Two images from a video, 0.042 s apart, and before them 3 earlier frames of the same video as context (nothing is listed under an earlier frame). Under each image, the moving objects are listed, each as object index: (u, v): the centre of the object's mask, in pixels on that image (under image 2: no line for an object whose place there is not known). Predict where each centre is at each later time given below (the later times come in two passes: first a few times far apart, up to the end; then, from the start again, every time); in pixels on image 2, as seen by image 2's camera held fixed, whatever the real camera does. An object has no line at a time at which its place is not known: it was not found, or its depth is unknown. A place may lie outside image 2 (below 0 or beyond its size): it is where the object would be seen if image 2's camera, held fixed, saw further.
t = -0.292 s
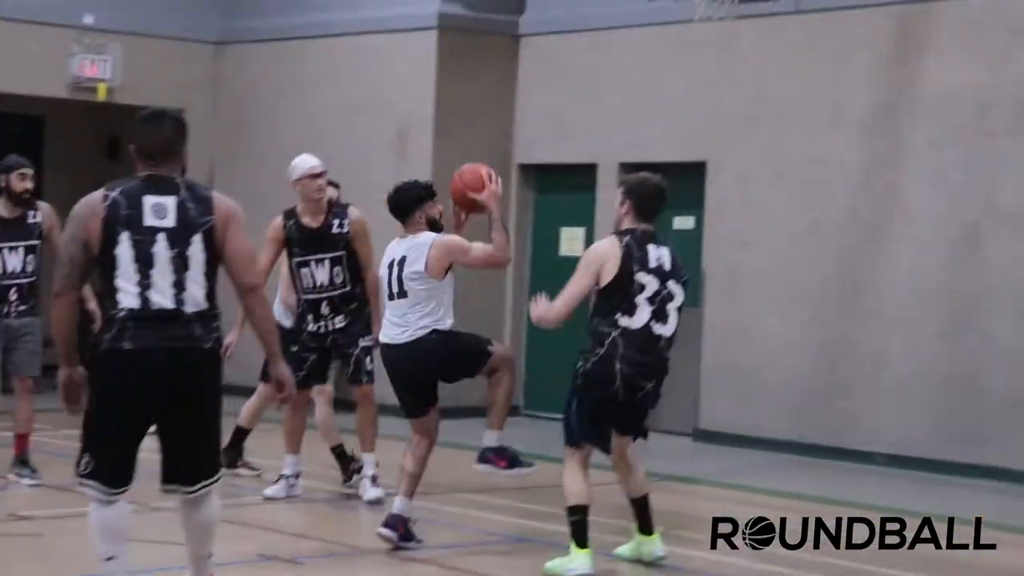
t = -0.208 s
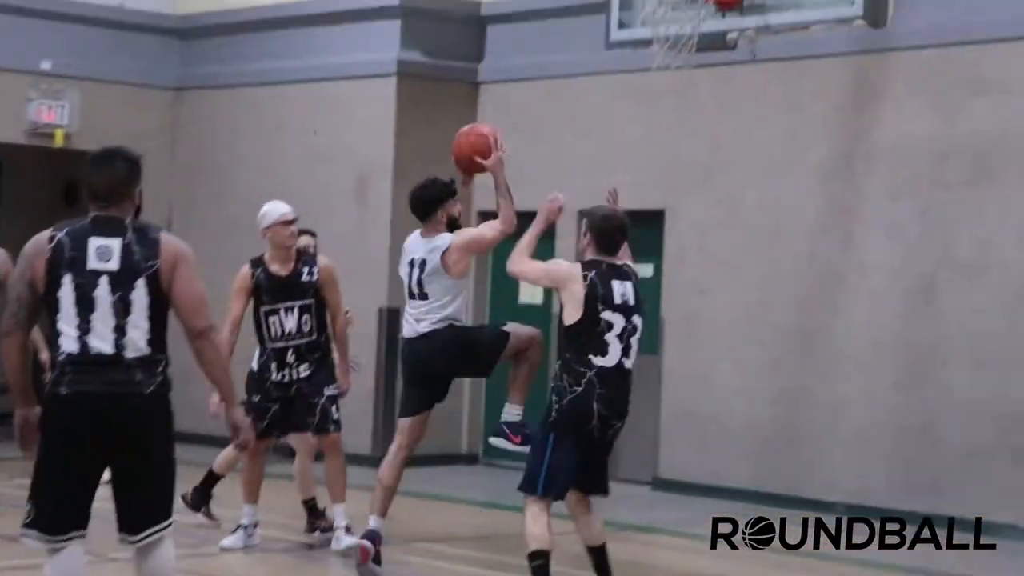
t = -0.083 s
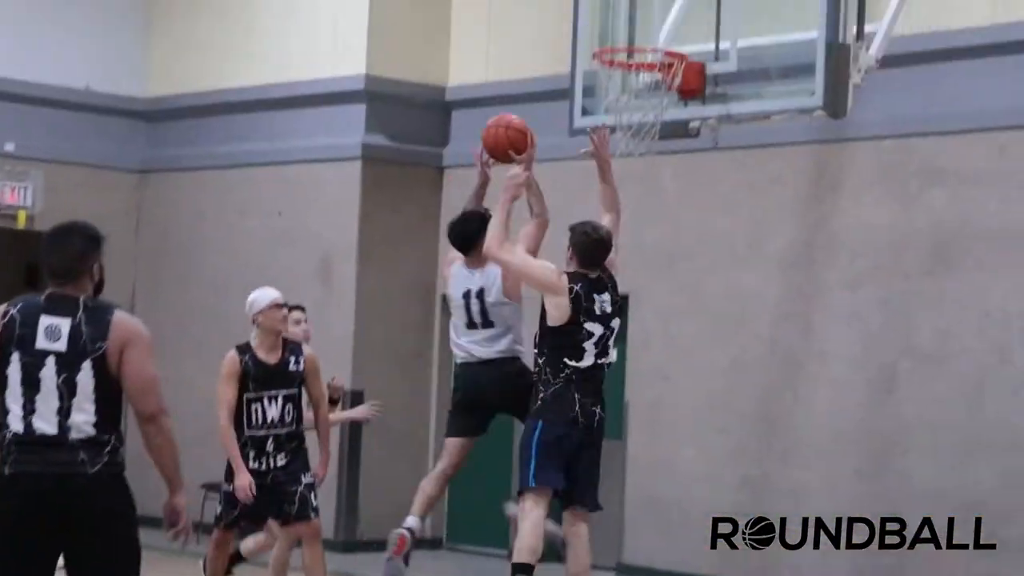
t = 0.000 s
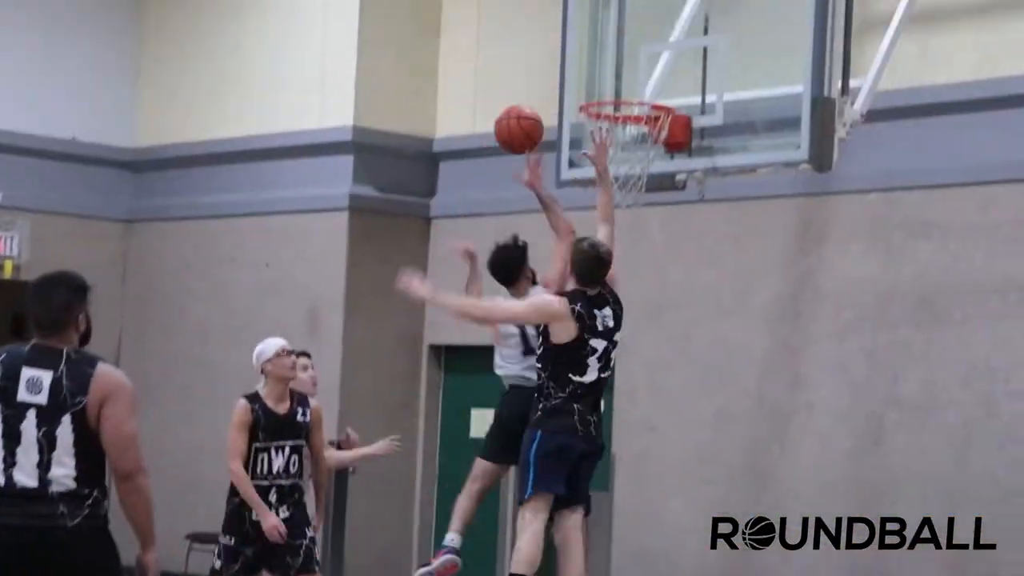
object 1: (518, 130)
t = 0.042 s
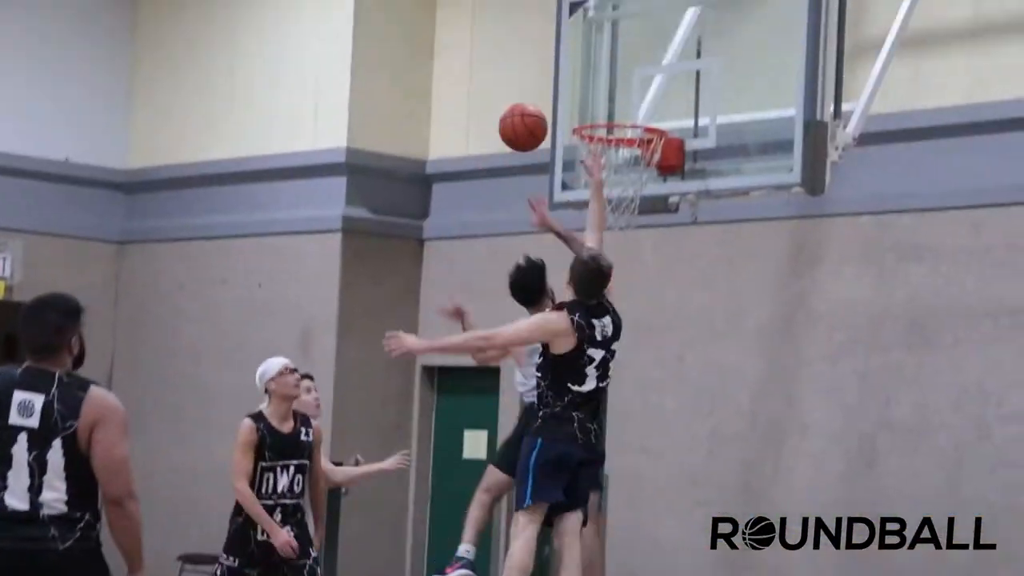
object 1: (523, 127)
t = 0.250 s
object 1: (574, 61)
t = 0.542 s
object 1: (635, 109)
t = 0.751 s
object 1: (609, 109)
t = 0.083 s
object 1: (533, 107)
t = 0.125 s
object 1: (544, 89)
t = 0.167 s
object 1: (554, 76)
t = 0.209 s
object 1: (564, 67)
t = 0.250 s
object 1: (574, 61)
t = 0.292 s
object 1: (584, 58)
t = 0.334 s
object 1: (593, 59)
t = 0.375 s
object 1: (602, 62)
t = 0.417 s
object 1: (610, 69)
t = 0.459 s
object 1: (619, 80)
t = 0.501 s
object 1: (627, 93)
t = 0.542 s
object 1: (635, 109)
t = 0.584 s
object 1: (638, 121)
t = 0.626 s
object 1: (624, 122)
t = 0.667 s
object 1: (609, 117)
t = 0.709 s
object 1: (598, 113)
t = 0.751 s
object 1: (609, 109)
